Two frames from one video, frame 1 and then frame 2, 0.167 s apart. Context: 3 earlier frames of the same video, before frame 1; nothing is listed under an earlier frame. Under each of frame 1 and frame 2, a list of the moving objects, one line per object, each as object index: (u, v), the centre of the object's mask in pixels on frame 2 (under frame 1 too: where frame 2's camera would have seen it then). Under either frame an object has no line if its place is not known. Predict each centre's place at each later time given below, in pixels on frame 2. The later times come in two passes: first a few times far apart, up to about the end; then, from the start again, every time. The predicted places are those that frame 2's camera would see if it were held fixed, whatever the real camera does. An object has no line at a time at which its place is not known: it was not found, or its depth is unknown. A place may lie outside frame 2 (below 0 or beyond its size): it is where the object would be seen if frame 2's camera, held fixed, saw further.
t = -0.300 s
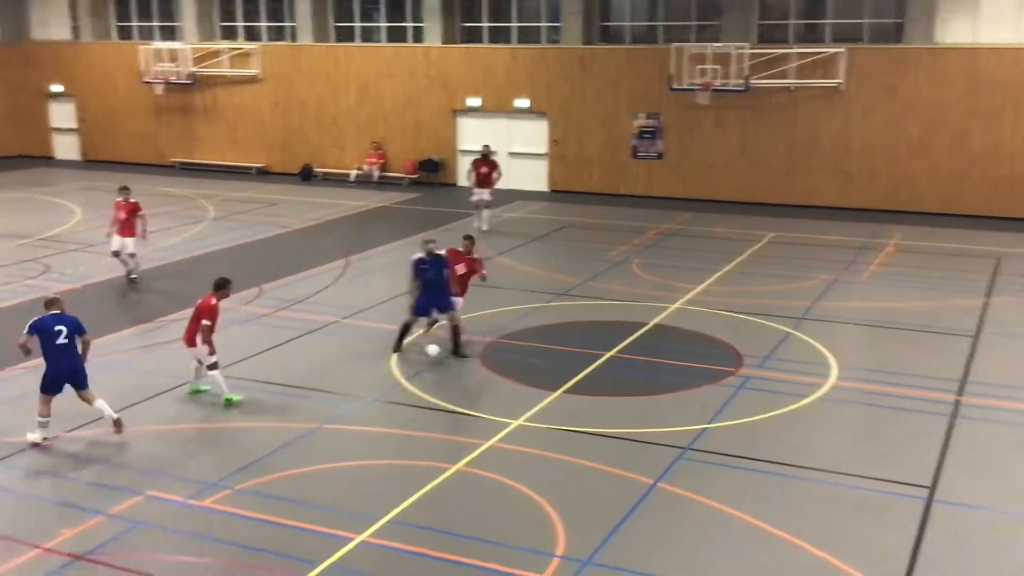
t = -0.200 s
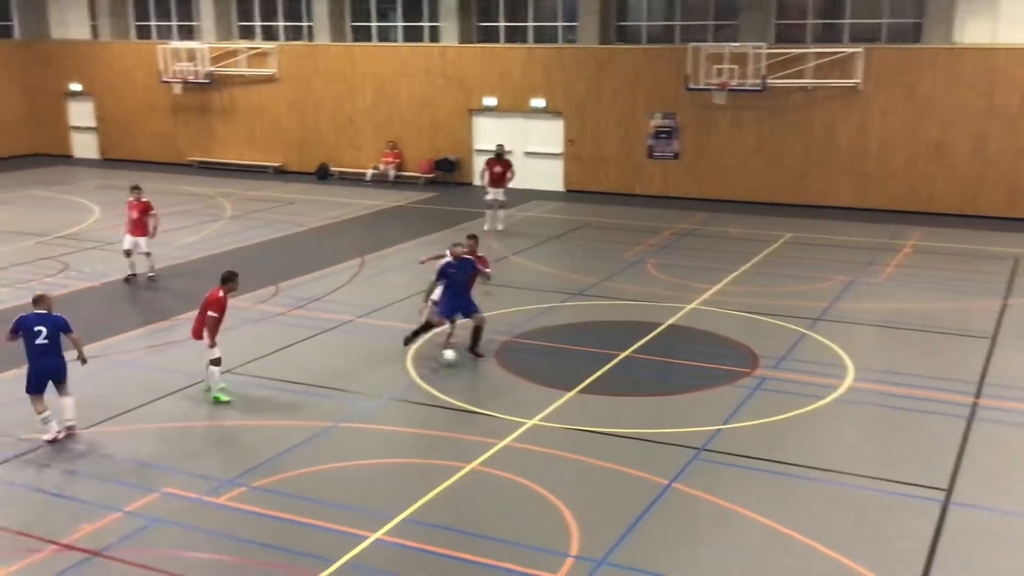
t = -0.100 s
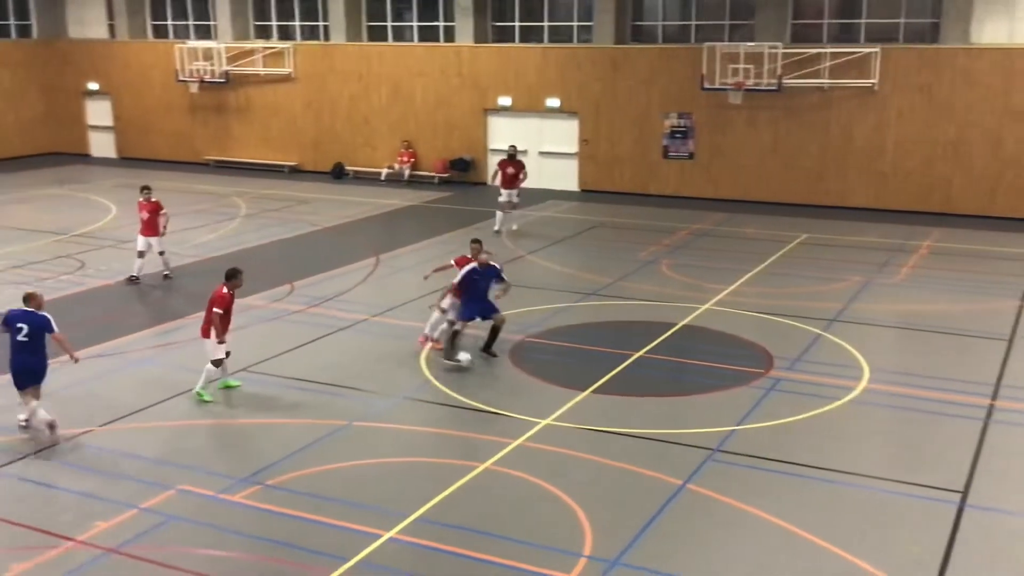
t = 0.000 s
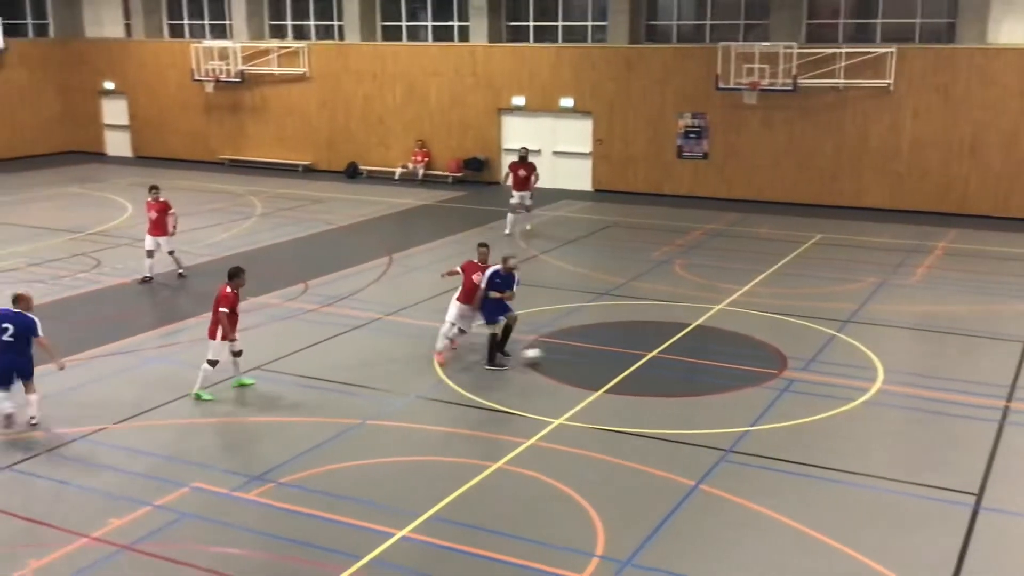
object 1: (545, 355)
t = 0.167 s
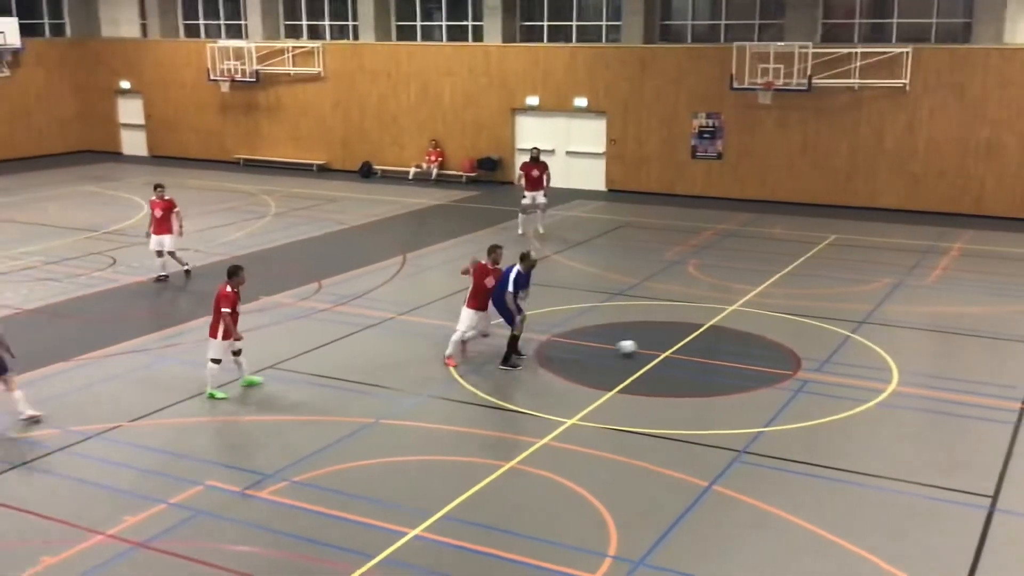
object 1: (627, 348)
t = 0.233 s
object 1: (657, 345)
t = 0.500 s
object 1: (757, 337)
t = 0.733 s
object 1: (828, 331)
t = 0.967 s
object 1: (896, 325)
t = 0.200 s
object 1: (643, 347)
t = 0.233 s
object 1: (657, 345)
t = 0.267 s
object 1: (670, 343)
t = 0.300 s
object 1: (684, 341)
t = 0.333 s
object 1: (697, 341)
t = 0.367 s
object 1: (710, 340)
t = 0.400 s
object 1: (723, 340)
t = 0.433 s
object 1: (734, 338)
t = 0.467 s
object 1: (745, 338)
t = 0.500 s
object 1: (757, 337)
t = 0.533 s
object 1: (767, 336)
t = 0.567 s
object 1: (777, 336)
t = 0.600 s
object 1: (788, 335)
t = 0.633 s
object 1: (798, 334)
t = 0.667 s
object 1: (809, 333)
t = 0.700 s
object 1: (818, 331)
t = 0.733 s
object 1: (828, 331)
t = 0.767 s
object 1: (839, 330)
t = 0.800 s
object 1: (849, 330)
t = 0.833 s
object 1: (858, 328)
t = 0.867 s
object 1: (868, 328)
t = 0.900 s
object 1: (877, 327)
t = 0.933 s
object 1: (887, 327)
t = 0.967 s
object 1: (896, 325)
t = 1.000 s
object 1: (906, 325)
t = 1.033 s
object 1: (915, 323)
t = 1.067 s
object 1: (924, 323)
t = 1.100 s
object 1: (932, 322)
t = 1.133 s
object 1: (943, 322)
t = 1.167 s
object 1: (951, 321)
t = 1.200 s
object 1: (961, 320)
